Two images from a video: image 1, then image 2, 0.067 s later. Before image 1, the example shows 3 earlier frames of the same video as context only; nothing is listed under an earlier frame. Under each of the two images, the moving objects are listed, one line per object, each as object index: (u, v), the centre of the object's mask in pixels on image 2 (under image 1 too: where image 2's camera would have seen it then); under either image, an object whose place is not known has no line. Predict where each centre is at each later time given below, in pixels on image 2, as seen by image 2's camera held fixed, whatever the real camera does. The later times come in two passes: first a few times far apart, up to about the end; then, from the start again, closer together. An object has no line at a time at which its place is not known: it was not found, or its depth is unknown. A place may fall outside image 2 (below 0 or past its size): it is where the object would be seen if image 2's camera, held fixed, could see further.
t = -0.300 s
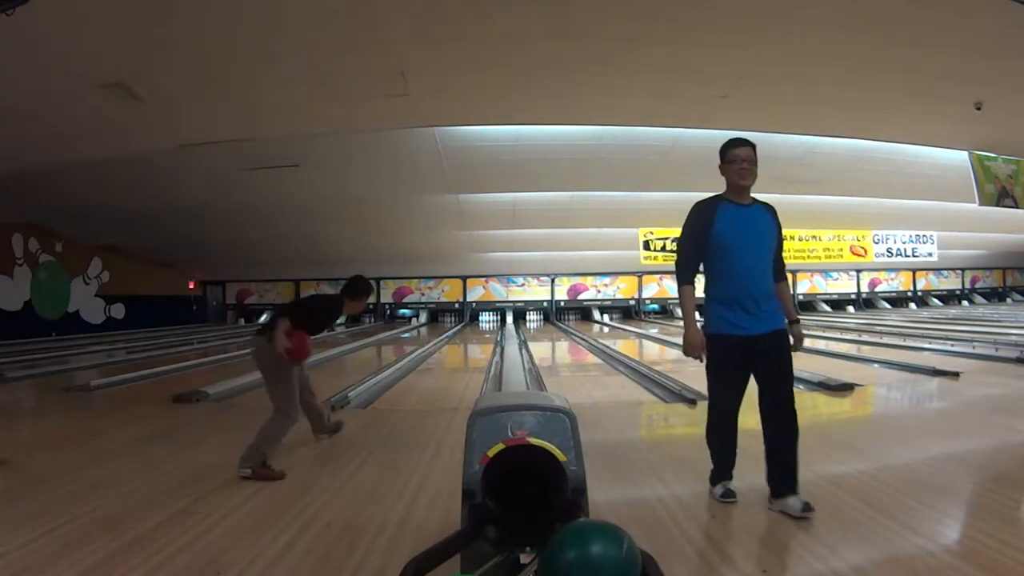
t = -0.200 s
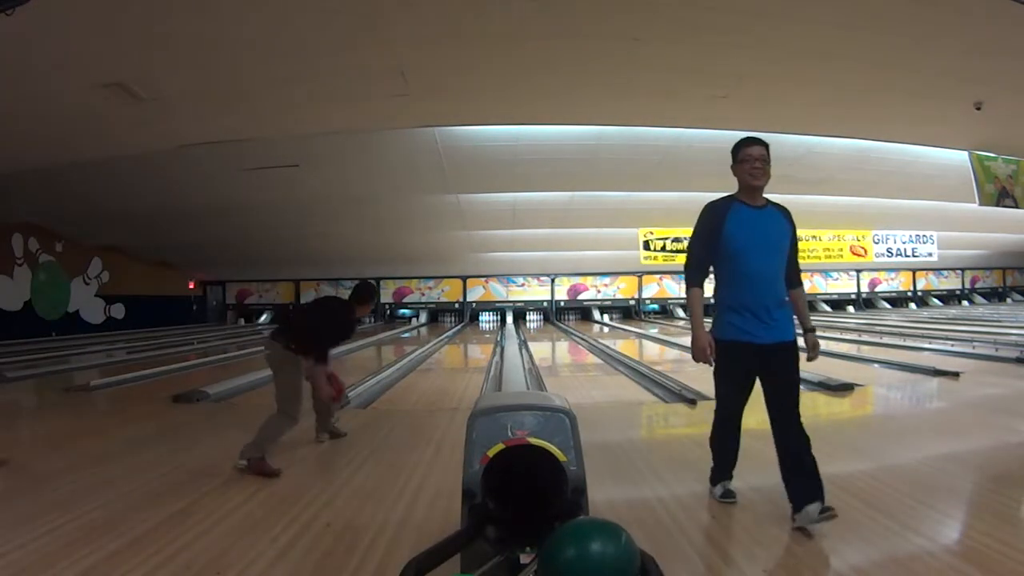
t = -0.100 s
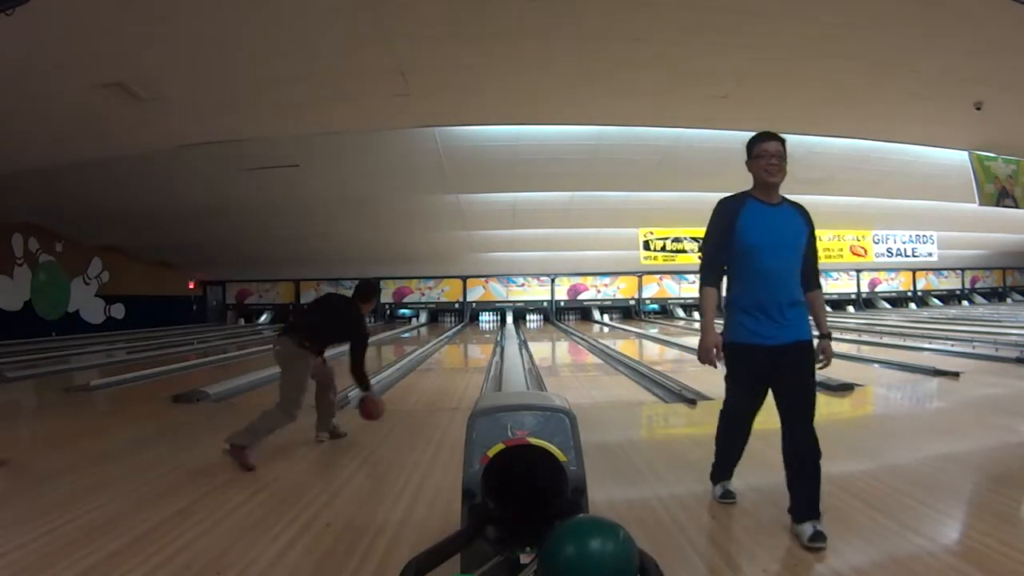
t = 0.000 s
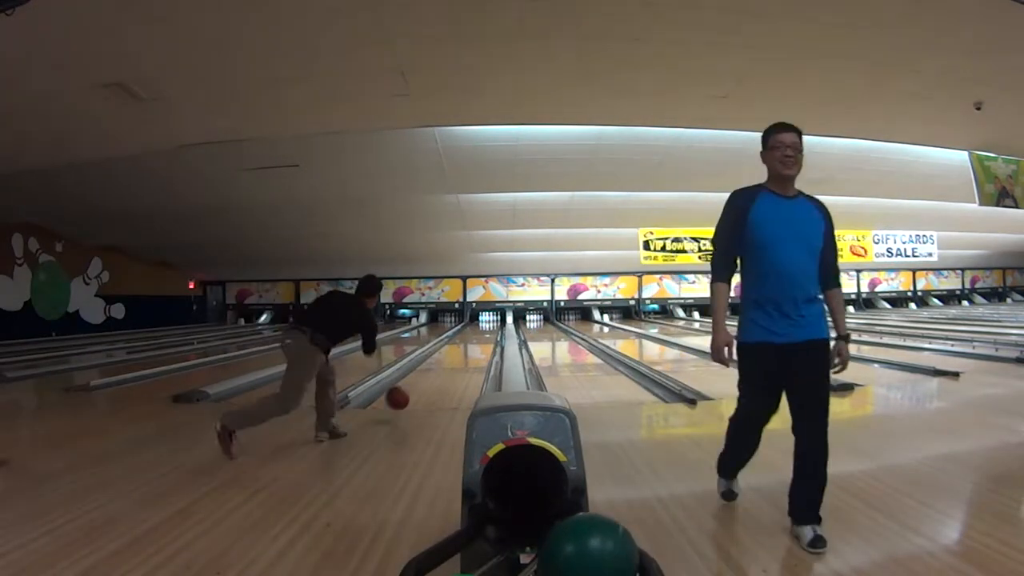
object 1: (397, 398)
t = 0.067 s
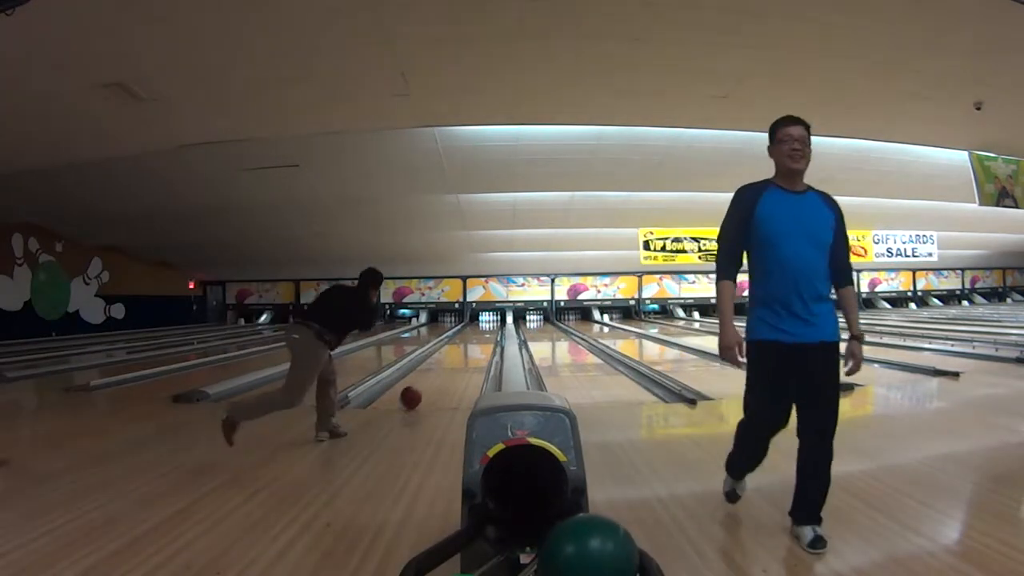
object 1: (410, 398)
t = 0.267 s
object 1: (438, 376)
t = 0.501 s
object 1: (458, 361)
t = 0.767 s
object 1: (472, 349)
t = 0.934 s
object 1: (478, 344)
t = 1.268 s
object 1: (485, 337)
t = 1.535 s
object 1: (488, 331)
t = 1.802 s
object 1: (490, 327)
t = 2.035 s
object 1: (490, 326)
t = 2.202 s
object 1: (491, 325)
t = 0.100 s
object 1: (416, 392)
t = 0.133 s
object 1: (421, 388)
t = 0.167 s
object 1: (426, 386)
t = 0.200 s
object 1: (430, 382)
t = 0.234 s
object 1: (434, 379)
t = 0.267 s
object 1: (438, 376)
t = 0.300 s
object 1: (441, 374)
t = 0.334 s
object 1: (445, 371)
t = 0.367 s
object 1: (448, 369)
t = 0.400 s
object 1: (451, 367)
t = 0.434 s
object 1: (453, 364)
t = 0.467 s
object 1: (456, 363)
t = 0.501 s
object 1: (458, 361)
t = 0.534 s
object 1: (460, 359)
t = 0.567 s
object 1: (462, 357)
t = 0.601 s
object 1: (464, 356)
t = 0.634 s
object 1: (466, 354)
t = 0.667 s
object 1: (467, 352)
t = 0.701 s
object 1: (469, 351)
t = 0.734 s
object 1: (470, 350)
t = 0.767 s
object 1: (472, 349)
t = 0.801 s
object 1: (473, 348)
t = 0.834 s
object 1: (474, 347)
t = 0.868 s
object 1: (475, 345)
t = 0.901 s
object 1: (476, 345)
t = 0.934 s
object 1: (478, 344)
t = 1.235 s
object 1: (484, 337)
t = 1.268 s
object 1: (485, 337)
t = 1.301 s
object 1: (485, 336)
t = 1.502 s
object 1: (488, 331)
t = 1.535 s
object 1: (488, 331)
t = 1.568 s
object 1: (488, 331)
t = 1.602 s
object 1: (488, 331)
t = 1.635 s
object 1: (489, 330)
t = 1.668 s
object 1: (489, 329)
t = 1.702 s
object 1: (490, 329)
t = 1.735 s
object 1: (490, 328)
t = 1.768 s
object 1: (490, 328)
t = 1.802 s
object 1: (490, 327)
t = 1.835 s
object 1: (490, 327)
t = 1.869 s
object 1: (490, 327)
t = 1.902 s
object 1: (490, 327)
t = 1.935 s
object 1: (490, 327)
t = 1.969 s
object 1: (490, 327)
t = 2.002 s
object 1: (490, 326)
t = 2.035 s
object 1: (490, 326)
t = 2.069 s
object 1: (491, 326)
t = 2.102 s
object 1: (491, 325)
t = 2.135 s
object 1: (491, 325)
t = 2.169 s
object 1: (491, 325)
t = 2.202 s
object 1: (491, 325)
